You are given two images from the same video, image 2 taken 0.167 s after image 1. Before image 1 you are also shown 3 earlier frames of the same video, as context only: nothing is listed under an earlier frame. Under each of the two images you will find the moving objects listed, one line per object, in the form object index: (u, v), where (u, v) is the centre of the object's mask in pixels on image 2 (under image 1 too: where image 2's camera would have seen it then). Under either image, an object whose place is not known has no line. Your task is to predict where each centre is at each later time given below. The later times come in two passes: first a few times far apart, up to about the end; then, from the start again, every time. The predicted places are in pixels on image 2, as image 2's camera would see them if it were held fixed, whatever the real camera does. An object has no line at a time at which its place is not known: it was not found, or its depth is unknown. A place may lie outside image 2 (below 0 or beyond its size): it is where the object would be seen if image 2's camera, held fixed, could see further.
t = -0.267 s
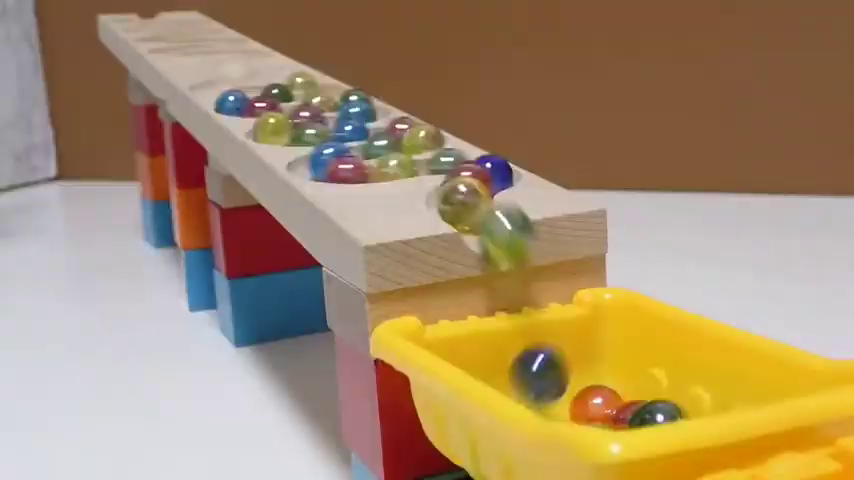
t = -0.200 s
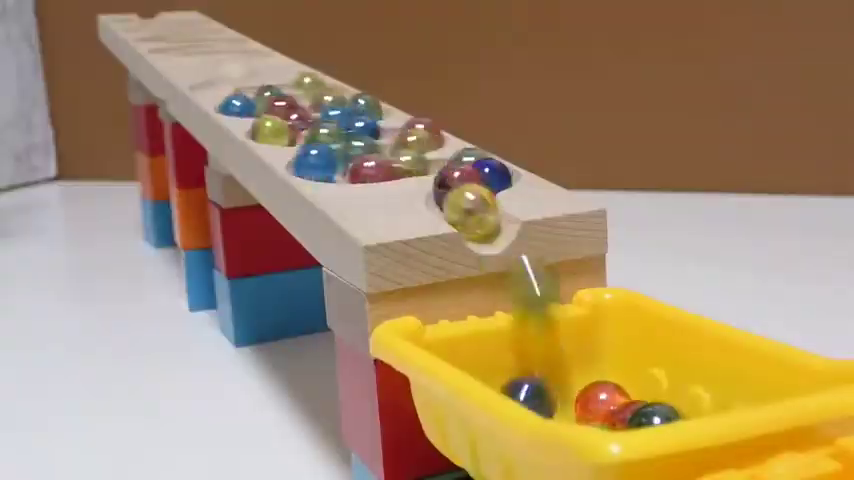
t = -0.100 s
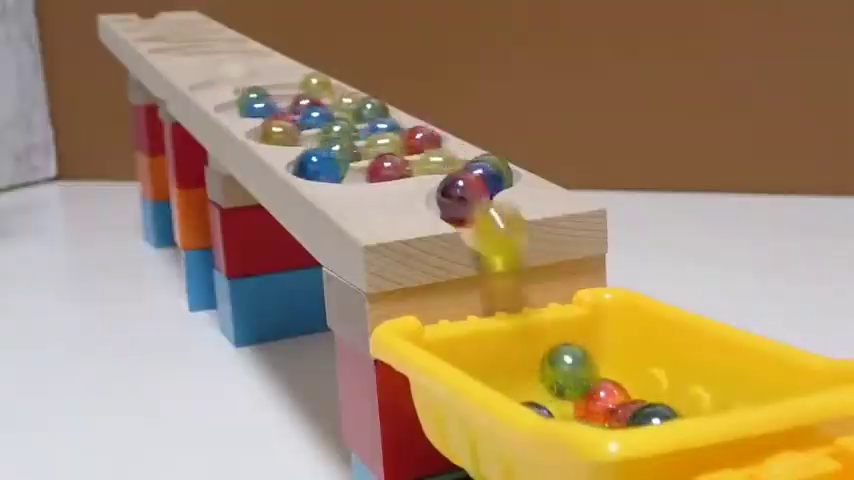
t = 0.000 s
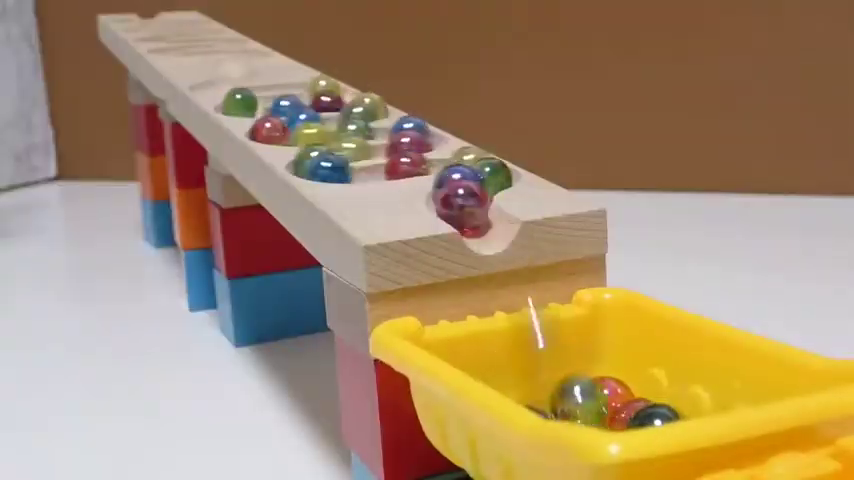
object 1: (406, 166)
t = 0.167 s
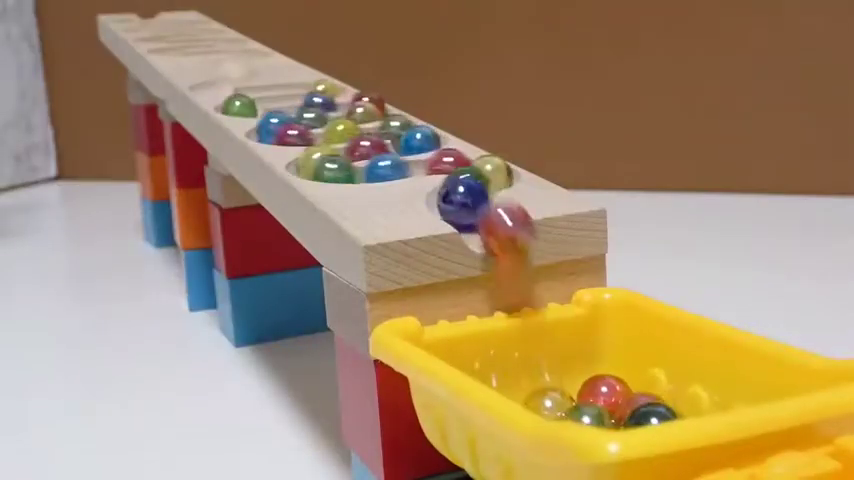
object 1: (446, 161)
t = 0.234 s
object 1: (462, 158)
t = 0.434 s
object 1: (498, 171)
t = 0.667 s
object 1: (448, 178)
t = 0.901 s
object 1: (481, 220)
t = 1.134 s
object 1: (530, 378)
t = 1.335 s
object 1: (554, 406)
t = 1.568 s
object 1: (554, 405)
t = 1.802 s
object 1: (558, 409)
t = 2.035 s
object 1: (556, 409)
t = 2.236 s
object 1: (561, 409)
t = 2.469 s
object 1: (546, 412)
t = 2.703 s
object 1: (563, 410)
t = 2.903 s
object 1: (563, 410)
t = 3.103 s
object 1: (564, 411)
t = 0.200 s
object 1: (454, 159)
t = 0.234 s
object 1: (462, 158)
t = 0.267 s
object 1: (466, 157)
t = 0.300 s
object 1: (471, 158)
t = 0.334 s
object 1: (482, 159)
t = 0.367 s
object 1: (493, 167)
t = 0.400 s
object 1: (496, 171)
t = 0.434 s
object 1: (498, 171)
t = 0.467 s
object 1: (497, 172)
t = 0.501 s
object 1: (495, 173)
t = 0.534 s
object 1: (493, 175)
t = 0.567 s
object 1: (486, 177)
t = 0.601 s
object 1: (478, 179)
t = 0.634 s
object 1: (455, 173)
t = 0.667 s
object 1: (448, 178)
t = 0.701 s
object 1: (446, 185)
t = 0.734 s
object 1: (450, 191)
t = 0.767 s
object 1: (454, 196)
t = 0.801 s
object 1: (459, 201)
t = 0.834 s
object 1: (465, 206)
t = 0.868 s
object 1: (474, 215)
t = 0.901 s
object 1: (481, 220)
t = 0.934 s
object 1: (489, 228)
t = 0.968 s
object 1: (500, 259)
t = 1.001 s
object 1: (512, 270)
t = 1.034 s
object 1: (523, 303)
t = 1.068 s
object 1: (526, 348)
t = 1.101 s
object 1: (529, 376)
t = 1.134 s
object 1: (530, 378)
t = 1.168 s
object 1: (532, 388)
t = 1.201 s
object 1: (544, 393)
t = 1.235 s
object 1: (562, 404)
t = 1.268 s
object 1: (555, 405)
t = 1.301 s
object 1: (554, 405)
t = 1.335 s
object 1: (554, 406)
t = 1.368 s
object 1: (555, 405)
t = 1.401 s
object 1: (552, 406)
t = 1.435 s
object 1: (554, 405)
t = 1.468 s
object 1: (554, 406)
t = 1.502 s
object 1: (553, 406)
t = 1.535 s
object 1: (551, 407)
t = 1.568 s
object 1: (554, 405)
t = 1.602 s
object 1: (556, 407)
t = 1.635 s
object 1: (556, 408)
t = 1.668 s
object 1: (555, 408)
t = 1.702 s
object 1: (555, 407)
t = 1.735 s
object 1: (557, 408)
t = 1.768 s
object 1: (557, 409)
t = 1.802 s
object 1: (558, 409)
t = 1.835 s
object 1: (557, 409)
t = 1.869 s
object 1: (557, 409)
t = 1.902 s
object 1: (555, 407)
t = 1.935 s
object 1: (554, 408)
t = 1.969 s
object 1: (556, 408)
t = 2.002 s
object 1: (557, 408)
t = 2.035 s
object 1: (556, 409)
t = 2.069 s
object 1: (557, 408)
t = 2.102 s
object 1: (559, 409)
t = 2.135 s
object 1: (560, 409)
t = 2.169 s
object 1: (560, 409)
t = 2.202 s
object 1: (561, 410)
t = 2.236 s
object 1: (561, 409)
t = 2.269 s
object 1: (561, 409)
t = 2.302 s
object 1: (563, 410)
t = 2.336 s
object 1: (565, 411)
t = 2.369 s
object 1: (565, 411)
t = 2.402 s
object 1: (564, 412)
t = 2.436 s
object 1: (563, 413)
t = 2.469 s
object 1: (546, 412)
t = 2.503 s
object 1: (550, 408)
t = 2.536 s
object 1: (556, 409)
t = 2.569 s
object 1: (560, 408)
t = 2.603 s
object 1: (564, 410)
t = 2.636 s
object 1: (563, 411)
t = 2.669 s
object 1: (563, 410)
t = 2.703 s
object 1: (563, 410)
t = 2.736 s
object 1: (563, 410)
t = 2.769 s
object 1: (563, 410)
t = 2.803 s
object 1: (563, 410)
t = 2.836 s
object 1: (563, 410)
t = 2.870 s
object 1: (563, 411)
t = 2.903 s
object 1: (563, 410)
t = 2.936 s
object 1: (564, 410)
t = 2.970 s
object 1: (563, 411)
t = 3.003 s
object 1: (564, 411)
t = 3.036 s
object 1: (564, 411)
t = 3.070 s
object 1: (564, 411)
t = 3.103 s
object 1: (564, 411)
